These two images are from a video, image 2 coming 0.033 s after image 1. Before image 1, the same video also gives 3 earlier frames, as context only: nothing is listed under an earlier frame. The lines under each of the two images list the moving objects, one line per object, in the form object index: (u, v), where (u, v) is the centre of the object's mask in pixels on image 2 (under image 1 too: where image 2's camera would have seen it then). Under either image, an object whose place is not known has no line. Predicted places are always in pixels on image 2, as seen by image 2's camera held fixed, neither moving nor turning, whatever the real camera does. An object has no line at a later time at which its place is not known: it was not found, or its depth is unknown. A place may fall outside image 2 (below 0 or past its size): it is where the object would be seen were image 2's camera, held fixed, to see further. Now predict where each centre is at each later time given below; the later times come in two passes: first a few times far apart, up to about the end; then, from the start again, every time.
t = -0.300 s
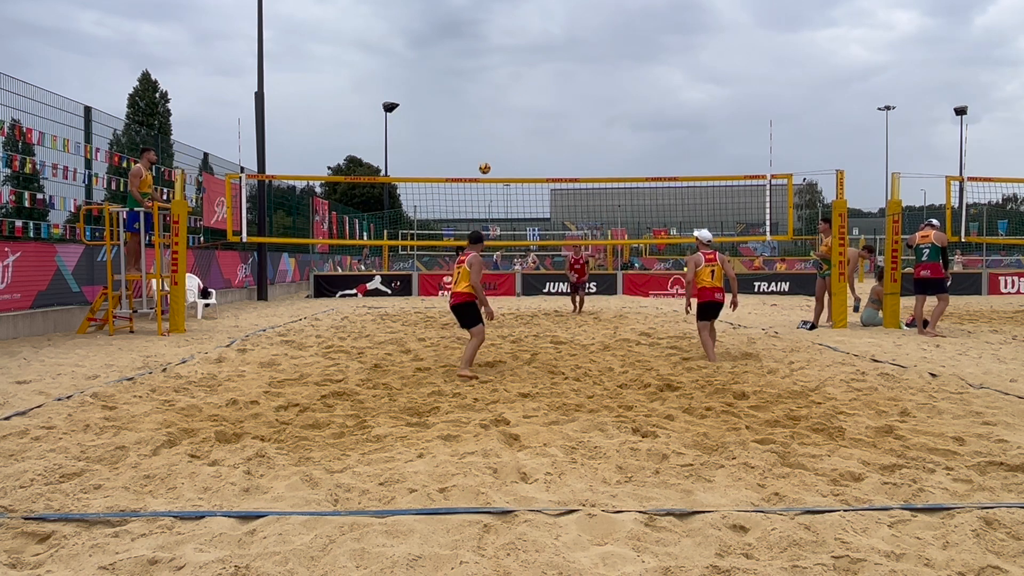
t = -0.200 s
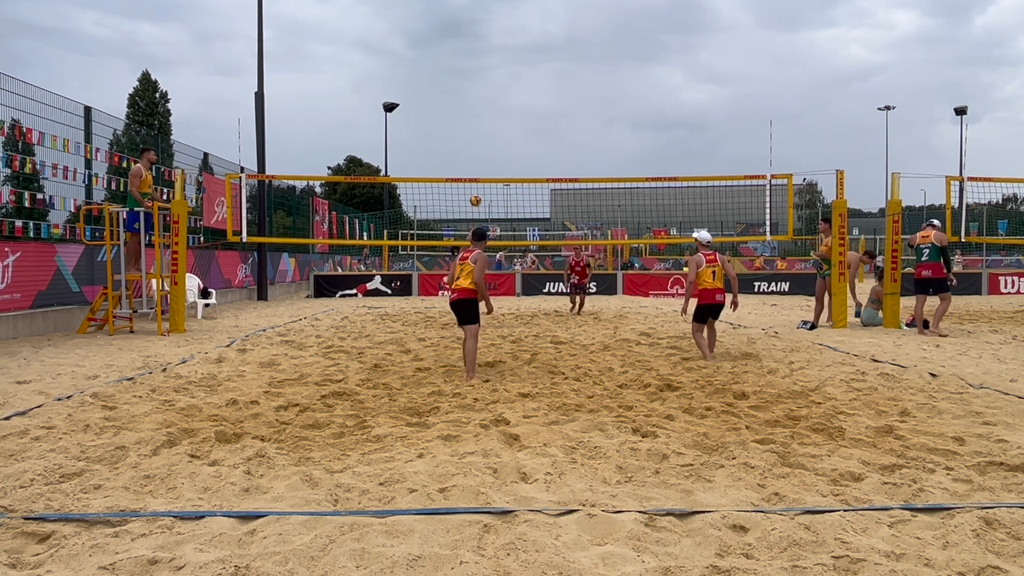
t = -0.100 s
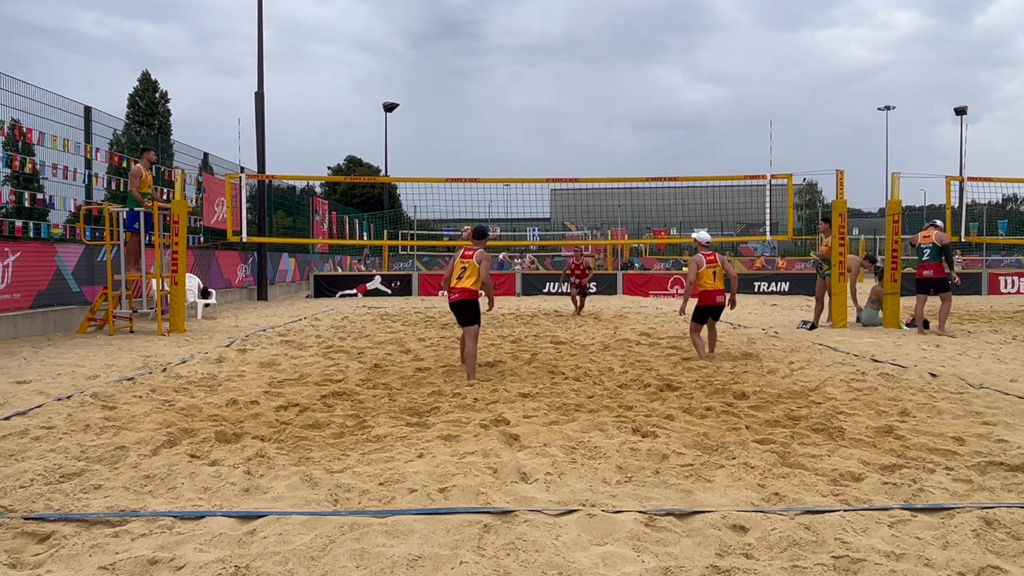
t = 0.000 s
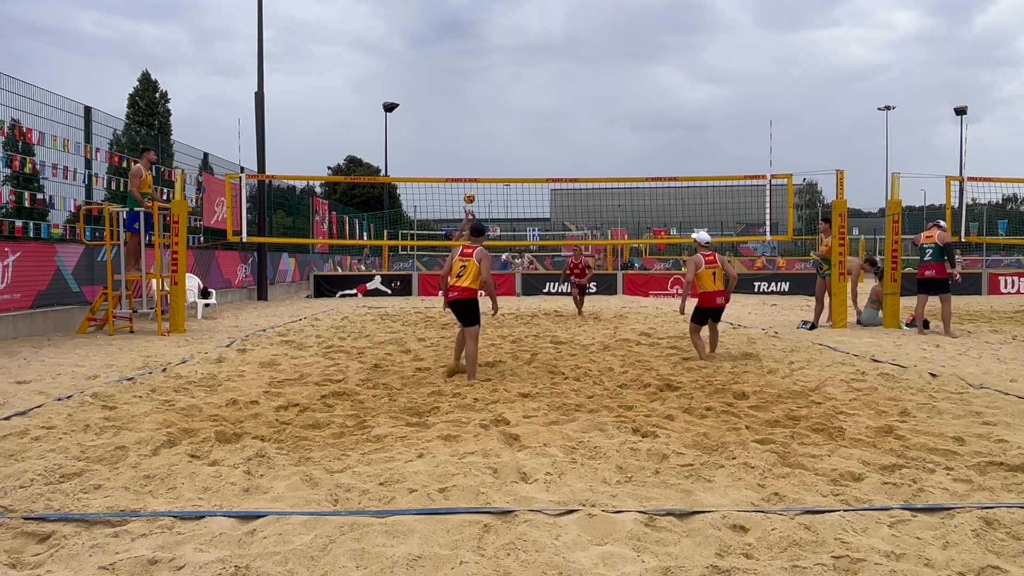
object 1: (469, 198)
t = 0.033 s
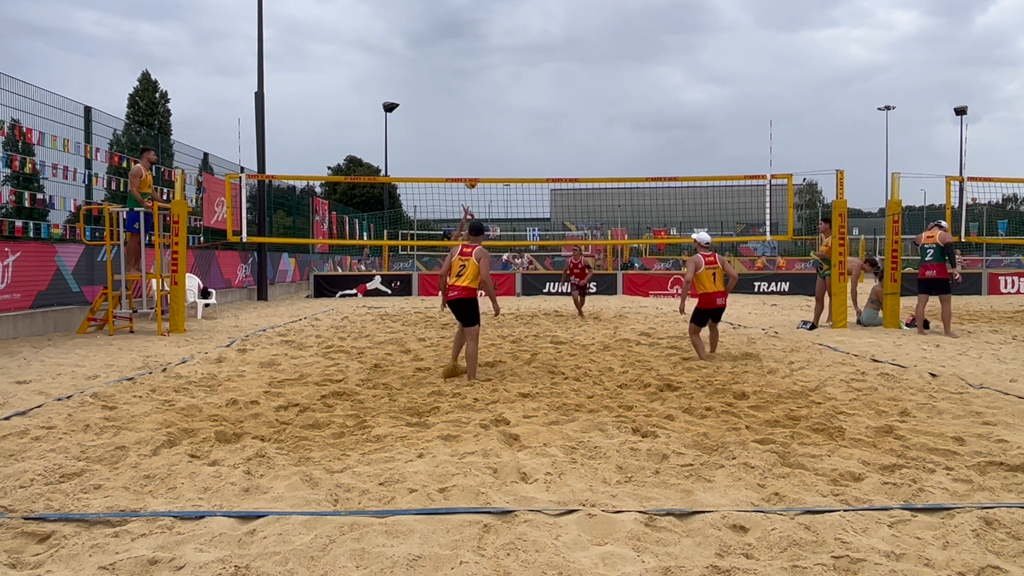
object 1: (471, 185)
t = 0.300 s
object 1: (483, 84)
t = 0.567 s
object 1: (493, 24)
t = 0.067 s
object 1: (472, 169)
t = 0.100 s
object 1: (474, 155)
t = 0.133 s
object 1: (475, 142)
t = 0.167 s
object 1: (477, 129)
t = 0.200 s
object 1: (479, 117)
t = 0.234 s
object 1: (480, 105)
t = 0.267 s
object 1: (482, 95)
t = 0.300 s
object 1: (483, 84)
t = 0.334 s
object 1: (485, 74)
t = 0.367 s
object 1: (486, 65)
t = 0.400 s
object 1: (487, 57)
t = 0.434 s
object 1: (488, 49)
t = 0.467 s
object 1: (490, 42)
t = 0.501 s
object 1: (491, 35)
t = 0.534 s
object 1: (492, 29)
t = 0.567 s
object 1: (493, 24)
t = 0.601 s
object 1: (495, 19)
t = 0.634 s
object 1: (496, 15)
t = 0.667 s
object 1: (497, 11)
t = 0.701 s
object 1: (498, 8)
